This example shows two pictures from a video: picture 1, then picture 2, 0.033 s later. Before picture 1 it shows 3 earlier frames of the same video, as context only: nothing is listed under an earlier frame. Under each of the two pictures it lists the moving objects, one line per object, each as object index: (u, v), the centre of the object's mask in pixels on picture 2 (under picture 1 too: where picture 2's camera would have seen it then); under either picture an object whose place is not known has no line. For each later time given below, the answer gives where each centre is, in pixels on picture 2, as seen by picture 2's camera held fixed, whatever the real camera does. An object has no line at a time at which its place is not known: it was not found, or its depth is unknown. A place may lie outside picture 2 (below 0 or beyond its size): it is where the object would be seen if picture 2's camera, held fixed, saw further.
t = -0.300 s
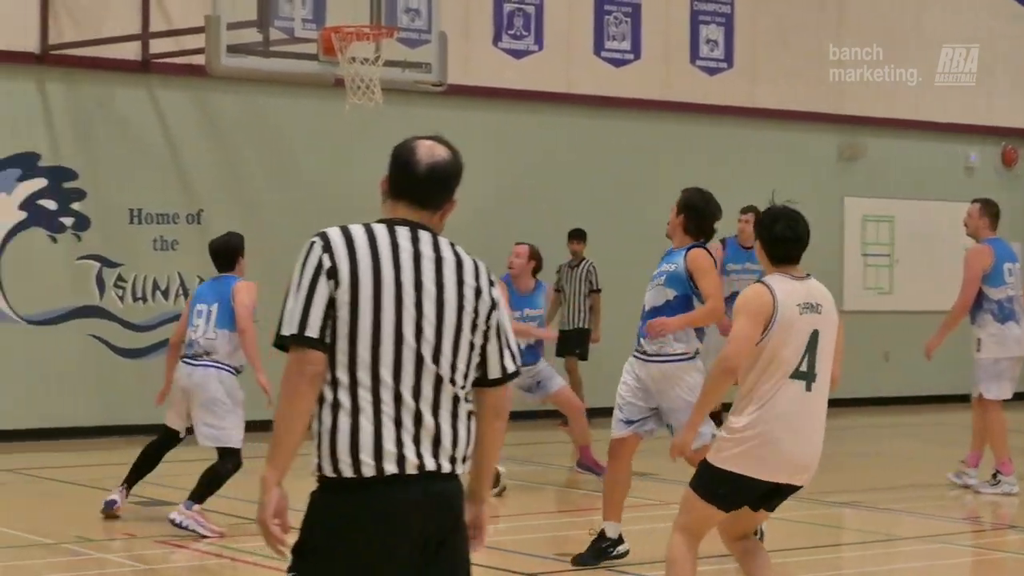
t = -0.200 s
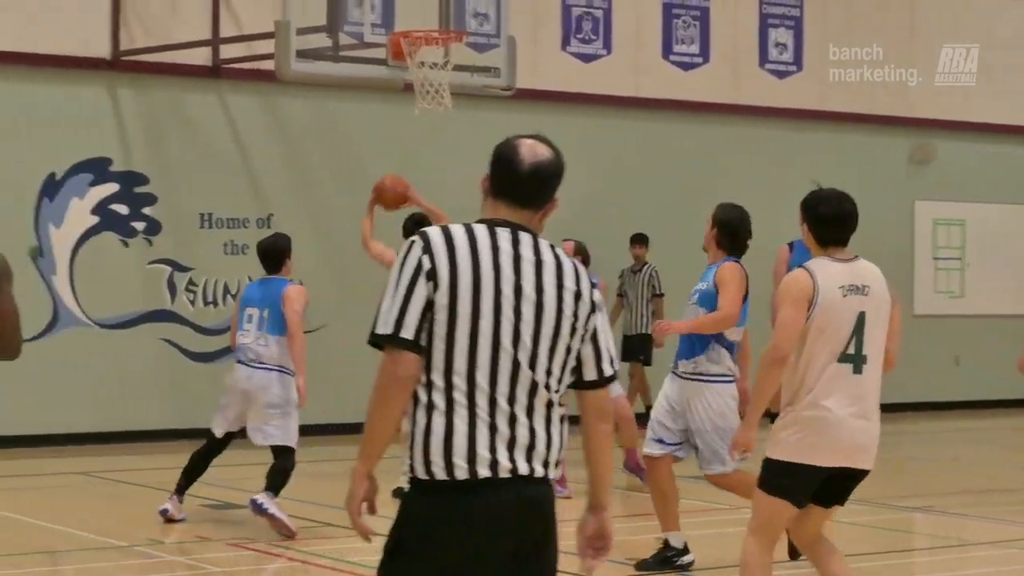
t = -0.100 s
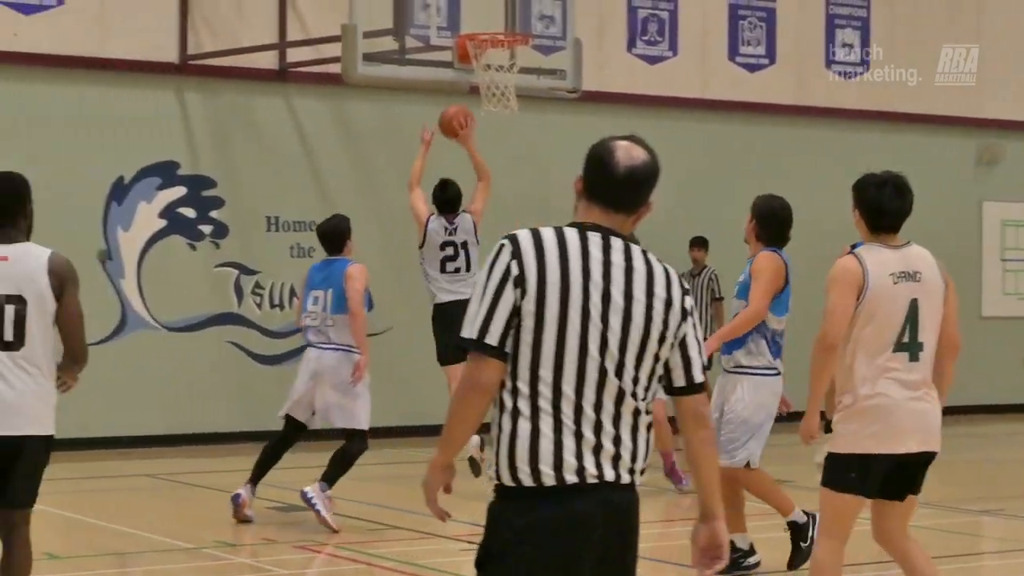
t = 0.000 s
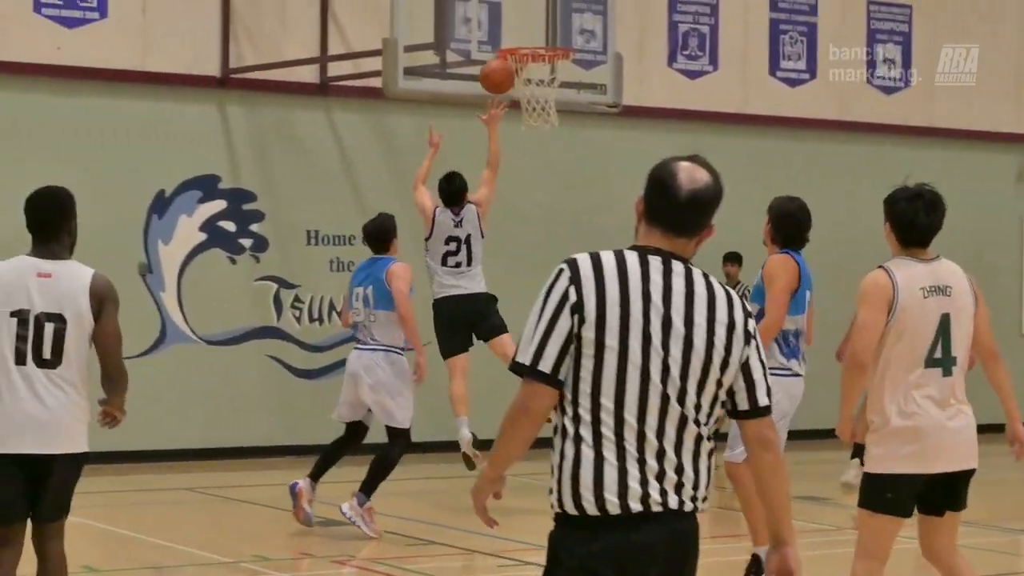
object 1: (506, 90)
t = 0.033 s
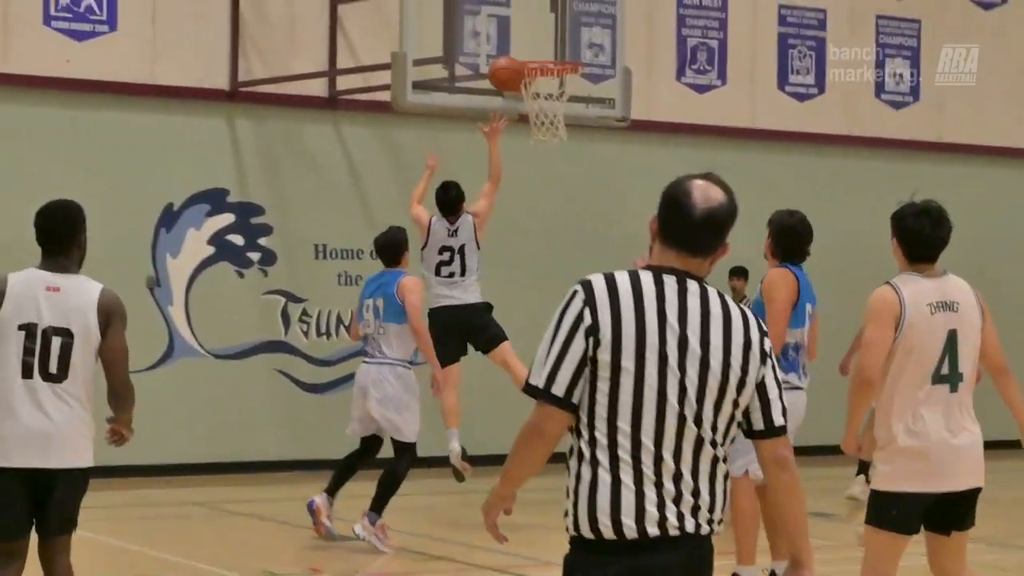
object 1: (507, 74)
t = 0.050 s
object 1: (506, 66)
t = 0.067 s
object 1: (505, 58)
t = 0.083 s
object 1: (506, 52)
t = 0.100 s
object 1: (507, 45)
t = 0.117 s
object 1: (507, 39)
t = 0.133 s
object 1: (507, 33)
